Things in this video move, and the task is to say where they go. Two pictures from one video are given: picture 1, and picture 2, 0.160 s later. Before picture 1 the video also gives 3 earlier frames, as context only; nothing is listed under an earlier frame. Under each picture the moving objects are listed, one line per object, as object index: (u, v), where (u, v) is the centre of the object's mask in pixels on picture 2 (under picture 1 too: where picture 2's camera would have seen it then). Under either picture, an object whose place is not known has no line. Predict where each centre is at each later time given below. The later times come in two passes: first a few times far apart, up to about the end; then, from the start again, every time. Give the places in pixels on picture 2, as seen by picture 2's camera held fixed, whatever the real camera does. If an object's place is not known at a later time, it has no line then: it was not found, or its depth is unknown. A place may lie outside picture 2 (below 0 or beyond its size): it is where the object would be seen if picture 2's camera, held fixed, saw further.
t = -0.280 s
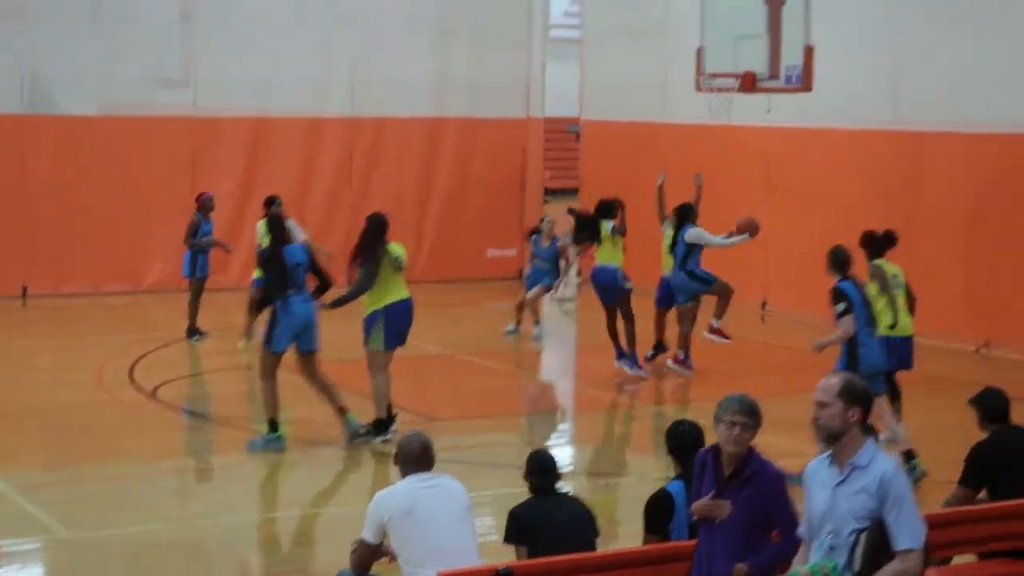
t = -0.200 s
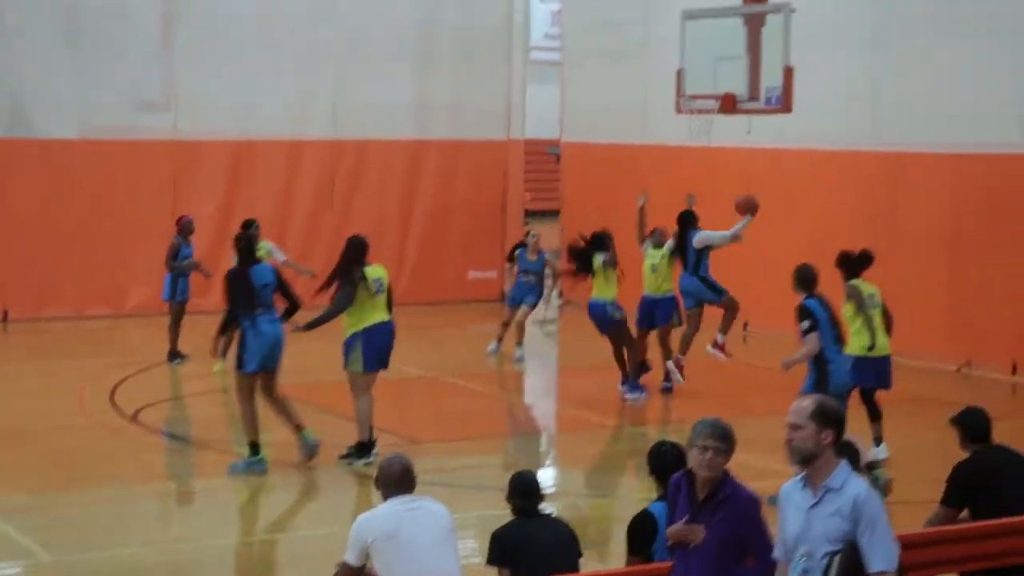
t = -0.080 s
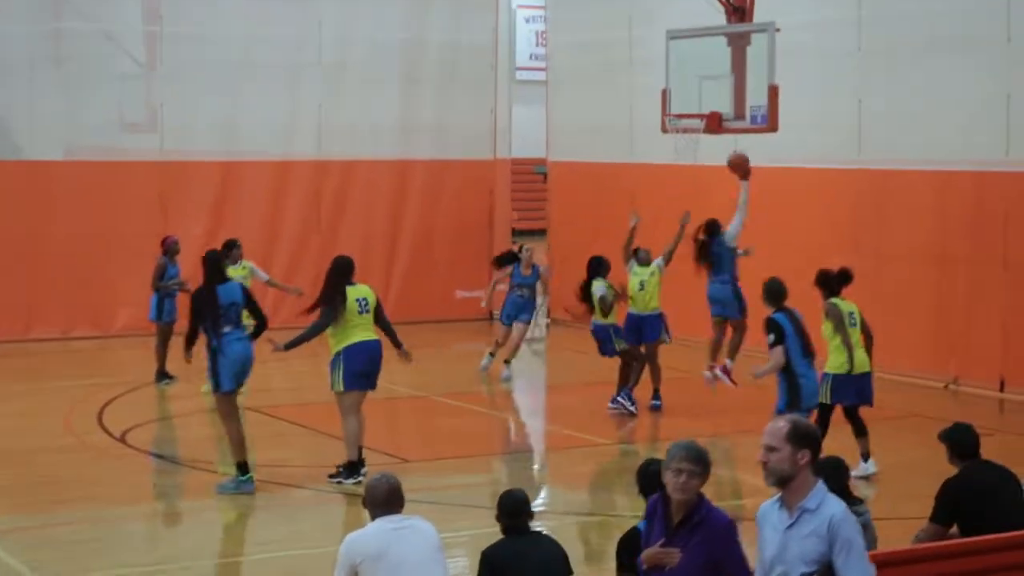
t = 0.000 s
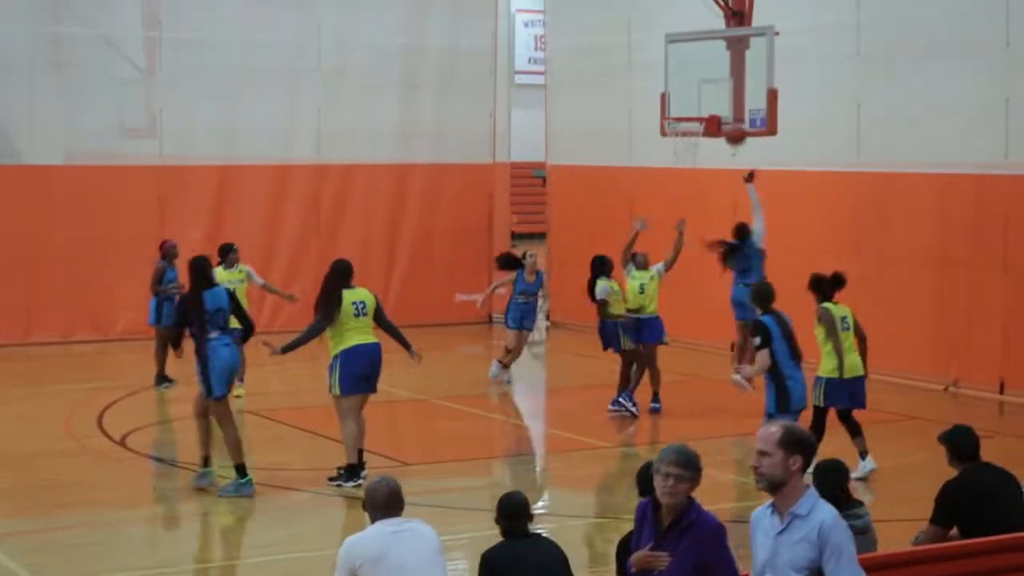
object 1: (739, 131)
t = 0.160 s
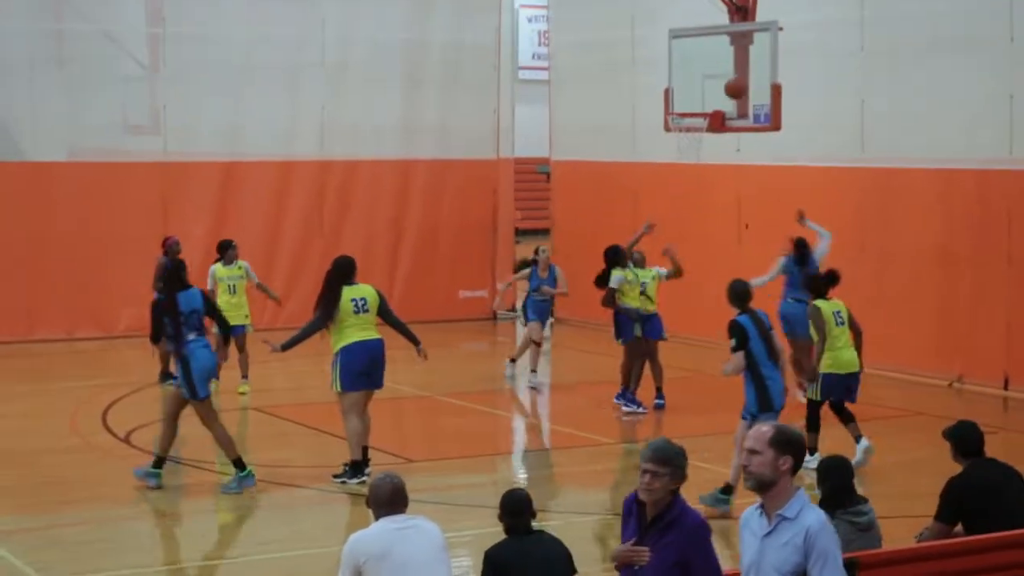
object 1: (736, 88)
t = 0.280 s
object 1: (727, 77)
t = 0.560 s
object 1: (696, 105)
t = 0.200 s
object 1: (734, 83)
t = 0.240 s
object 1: (732, 78)
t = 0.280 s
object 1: (727, 77)
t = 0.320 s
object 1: (723, 77)
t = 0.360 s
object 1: (718, 78)
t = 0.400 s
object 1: (714, 80)
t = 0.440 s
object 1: (709, 85)
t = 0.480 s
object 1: (705, 90)
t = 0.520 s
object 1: (701, 97)
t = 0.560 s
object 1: (696, 105)
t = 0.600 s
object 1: (691, 115)
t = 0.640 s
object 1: (685, 127)
